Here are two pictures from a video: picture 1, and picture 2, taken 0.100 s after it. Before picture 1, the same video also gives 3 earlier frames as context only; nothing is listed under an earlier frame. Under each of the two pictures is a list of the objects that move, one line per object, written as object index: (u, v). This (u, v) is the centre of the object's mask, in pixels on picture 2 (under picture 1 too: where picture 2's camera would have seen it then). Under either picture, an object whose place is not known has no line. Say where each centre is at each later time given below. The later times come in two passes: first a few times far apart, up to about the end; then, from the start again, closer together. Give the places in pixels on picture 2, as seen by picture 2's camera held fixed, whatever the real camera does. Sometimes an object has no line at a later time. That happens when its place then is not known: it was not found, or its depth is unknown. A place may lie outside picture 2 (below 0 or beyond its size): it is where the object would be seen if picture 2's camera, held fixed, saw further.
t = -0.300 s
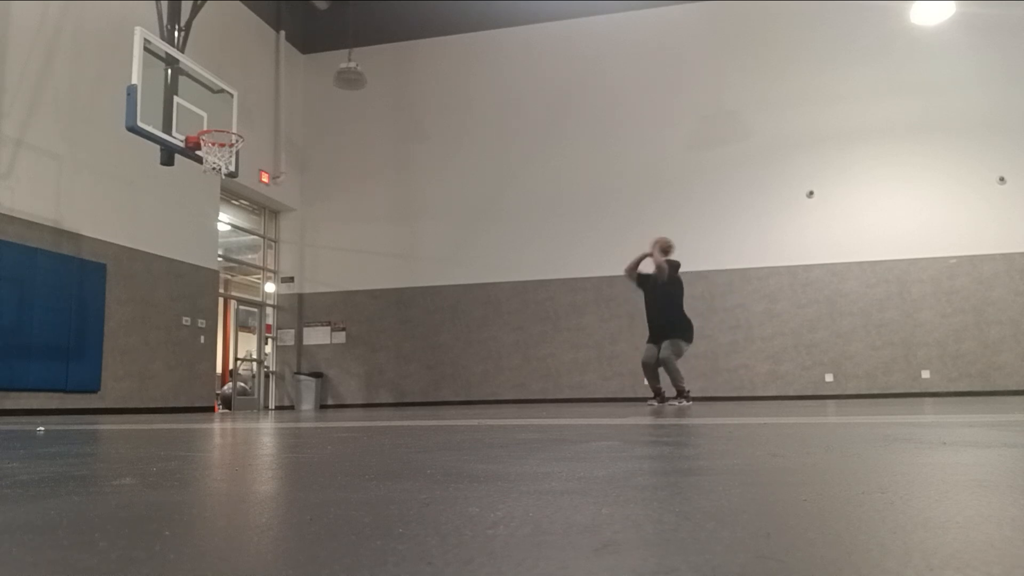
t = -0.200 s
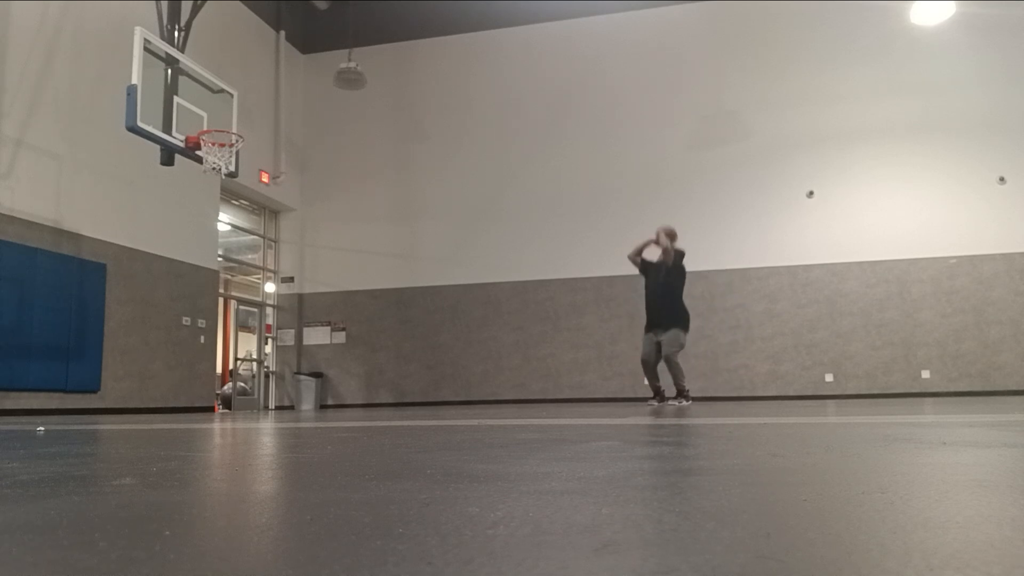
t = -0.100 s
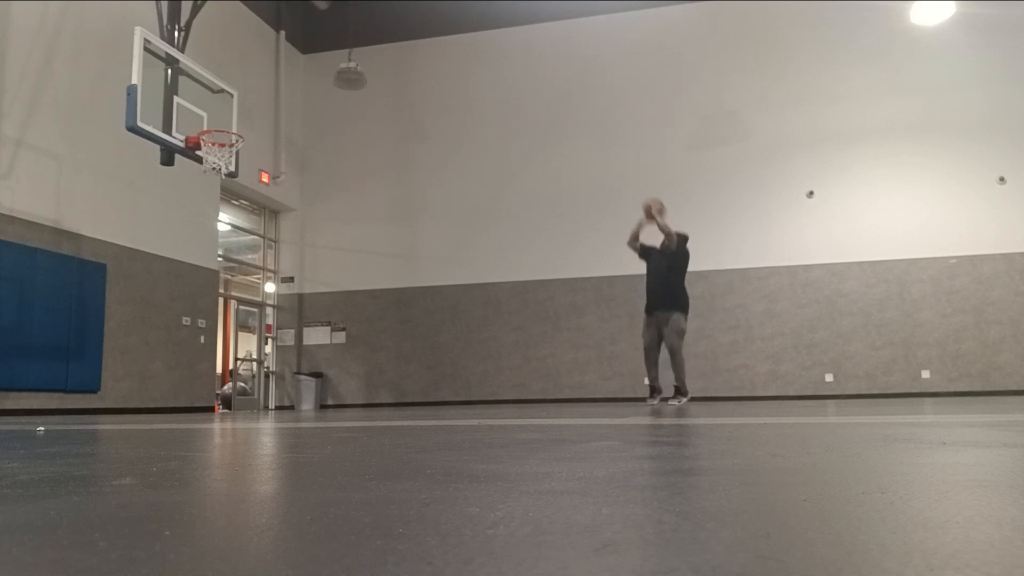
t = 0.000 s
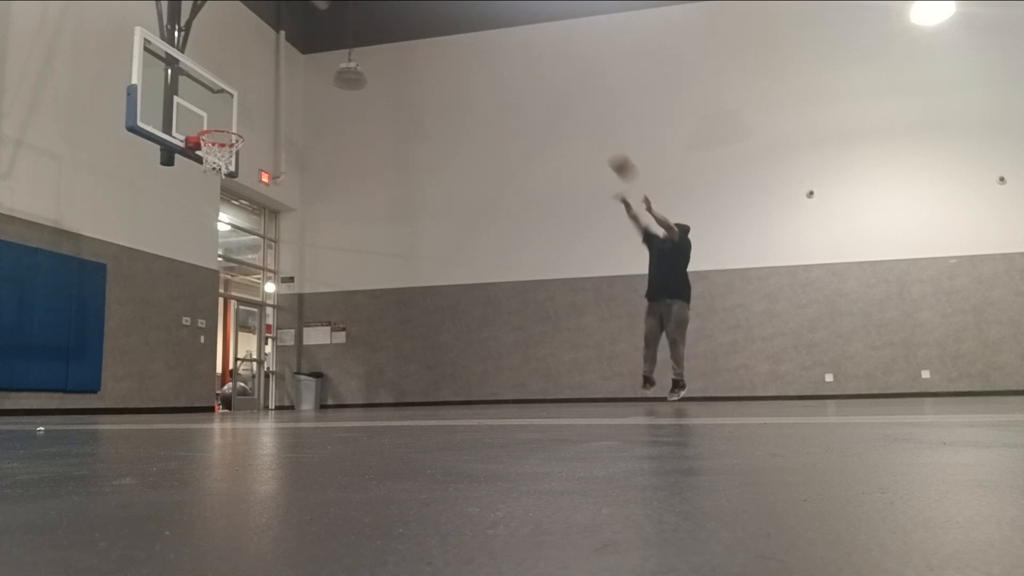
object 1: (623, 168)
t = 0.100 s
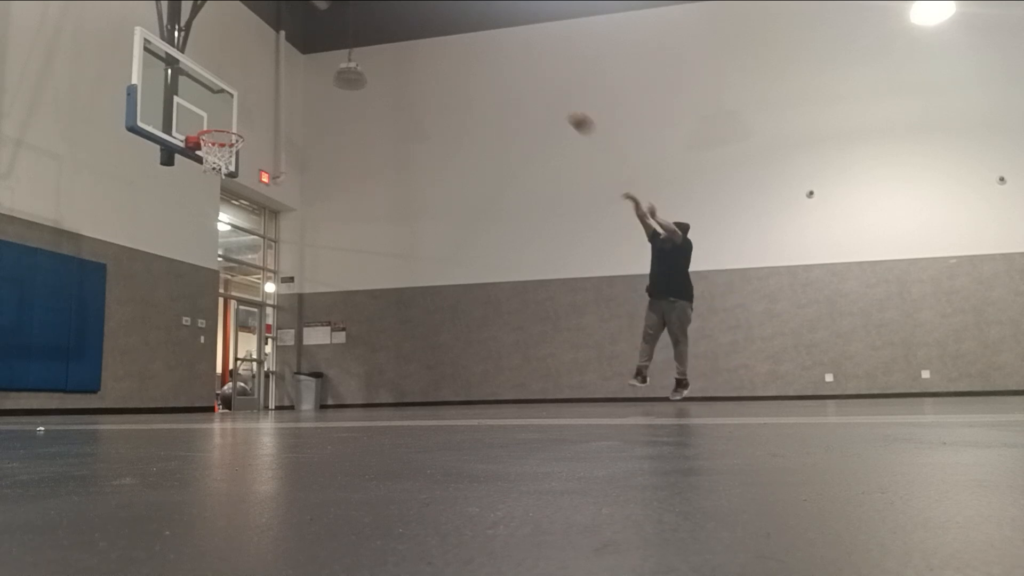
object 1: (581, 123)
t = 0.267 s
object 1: (515, 67)
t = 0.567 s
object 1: (404, 26)
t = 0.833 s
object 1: (304, 59)
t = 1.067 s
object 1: (221, 126)
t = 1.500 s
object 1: (230, 172)
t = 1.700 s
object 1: (219, 226)
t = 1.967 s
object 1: (208, 346)
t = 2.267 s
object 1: (197, 309)
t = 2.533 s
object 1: (187, 249)
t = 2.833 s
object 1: (173, 255)
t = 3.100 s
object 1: (158, 324)
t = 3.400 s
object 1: (144, 358)
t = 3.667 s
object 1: (138, 299)
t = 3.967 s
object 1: (129, 308)
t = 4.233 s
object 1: (117, 383)
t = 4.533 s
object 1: (109, 338)
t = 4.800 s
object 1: (100, 327)
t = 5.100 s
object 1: (86, 390)
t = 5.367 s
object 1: (81, 353)
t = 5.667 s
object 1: (75, 357)
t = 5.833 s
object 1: (70, 395)
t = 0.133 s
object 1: (567, 110)
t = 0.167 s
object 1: (554, 99)
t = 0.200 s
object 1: (541, 88)
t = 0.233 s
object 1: (528, 76)
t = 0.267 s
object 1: (515, 67)
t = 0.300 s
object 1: (502, 59)
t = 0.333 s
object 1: (489, 52)
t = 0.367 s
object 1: (477, 46)
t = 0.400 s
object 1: (464, 40)
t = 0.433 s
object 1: (451, 36)
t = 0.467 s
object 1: (439, 33)
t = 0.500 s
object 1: (428, 30)
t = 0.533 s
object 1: (417, 27)
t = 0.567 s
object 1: (404, 26)
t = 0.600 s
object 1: (392, 26)
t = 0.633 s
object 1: (380, 28)
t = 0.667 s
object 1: (368, 31)
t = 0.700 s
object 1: (355, 35)
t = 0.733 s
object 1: (343, 40)
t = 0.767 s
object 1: (330, 45)
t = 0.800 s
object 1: (318, 51)
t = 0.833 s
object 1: (304, 59)
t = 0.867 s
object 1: (292, 66)
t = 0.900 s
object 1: (279, 75)
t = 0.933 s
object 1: (267, 85)
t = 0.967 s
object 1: (255, 95)
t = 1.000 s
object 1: (245, 107)
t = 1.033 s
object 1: (231, 118)
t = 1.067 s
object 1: (221, 126)
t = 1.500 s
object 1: (230, 172)
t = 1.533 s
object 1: (228, 177)
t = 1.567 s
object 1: (226, 185)
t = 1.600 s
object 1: (225, 194)
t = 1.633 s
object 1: (223, 203)
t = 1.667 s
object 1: (222, 211)
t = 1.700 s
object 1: (219, 226)
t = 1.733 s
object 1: (219, 239)
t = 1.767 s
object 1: (218, 249)
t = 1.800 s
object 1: (215, 264)
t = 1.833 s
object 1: (214, 278)
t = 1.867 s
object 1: (212, 288)
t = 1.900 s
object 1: (212, 309)
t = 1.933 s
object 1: (210, 324)
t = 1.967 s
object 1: (208, 346)
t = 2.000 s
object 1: (206, 364)
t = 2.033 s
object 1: (205, 389)
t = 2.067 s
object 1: (203, 397)
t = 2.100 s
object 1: (203, 385)
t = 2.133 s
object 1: (202, 365)
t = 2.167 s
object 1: (199, 351)
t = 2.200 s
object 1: (198, 337)
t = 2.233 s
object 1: (198, 324)
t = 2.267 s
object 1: (197, 309)
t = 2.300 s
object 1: (195, 300)
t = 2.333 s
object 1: (194, 290)
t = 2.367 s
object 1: (193, 280)
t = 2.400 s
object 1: (192, 272)
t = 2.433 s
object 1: (191, 264)
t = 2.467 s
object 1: (189, 258)
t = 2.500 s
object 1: (188, 253)
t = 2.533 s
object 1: (187, 249)
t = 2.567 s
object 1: (185, 246)
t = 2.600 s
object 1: (184, 244)
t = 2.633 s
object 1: (182, 242)
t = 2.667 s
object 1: (181, 242)
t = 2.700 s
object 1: (179, 243)
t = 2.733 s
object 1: (178, 244)
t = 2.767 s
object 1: (176, 247)
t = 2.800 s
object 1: (174, 250)
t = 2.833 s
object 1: (173, 255)
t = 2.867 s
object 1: (171, 260)
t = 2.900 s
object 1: (169, 266)
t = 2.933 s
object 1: (168, 272)
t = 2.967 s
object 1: (166, 281)
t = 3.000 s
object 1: (164, 290)
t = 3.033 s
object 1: (162, 301)
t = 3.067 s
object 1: (160, 311)
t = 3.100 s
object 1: (158, 324)
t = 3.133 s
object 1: (155, 337)
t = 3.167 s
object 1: (154, 349)
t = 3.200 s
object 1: (152, 367)
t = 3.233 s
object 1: (149, 381)
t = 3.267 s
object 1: (147, 396)
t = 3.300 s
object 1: (146, 397)
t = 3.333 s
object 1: (146, 384)
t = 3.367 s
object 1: (145, 371)
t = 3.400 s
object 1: (144, 358)
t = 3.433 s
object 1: (144, 348)
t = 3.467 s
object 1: (143, 337)
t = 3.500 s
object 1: (142, 328)
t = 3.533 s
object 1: (142, 321)
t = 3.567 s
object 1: (141, 314)
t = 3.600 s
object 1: (140, 308)
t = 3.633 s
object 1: (140, 303)
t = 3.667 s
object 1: (138, 299)
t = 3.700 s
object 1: (137, 296)
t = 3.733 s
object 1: (136, 294)
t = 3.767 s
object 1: (136, 293)
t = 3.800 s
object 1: (135, 293)
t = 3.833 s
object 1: (133, 294)
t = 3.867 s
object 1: (133, 295)
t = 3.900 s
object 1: (131, 298)
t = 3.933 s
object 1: (130, 302)
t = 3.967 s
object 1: (129, 308)
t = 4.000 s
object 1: (128, 313)
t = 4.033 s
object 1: (126, 321)
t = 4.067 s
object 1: (124, 328)
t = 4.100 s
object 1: (123, 338)
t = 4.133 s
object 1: (122, 348)
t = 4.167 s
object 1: (121, 357)
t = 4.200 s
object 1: (119, 370)
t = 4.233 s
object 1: (117, 383)
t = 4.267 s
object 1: (115, 396)
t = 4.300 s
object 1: (114, 398)
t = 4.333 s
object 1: (113, 390)
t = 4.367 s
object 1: (113, 379)
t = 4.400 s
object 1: (112, 368)
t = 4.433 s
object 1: (111, 359)
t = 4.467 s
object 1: (110, 351)
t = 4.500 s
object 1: (109, 344)
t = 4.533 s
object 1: (109, 338)
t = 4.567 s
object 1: (108, 333)
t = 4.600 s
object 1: (107, 329)
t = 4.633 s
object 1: (106, 327)
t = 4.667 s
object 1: (105, 325)
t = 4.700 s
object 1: (104, 324)
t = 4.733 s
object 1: (103, 324)
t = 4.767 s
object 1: (102, 325)
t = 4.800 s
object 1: (100, 327)
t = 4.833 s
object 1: (98, 330)
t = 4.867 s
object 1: (97, 334)
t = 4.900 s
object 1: (96, 339)
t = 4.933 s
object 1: (94, 345)
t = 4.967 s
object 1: (92, 352)
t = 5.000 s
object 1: (91, 360)
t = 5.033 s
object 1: (90, 368)
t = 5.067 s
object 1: (88, 380)
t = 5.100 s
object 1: (86, 390)
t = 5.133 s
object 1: (84, 401)
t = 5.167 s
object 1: (83, 396)
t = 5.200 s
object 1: (82, 386)
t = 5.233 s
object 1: (82, 378)
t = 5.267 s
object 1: (82, 369)
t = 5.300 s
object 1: (82, 363)
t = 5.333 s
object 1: (81, 357)
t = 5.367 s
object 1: (81, 353)
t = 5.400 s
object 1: (80, 349)
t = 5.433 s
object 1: (80, 347)
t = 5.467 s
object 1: (80, 346)
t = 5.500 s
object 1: (79, 345)
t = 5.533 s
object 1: (79, 346)
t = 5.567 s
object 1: (77, 347)
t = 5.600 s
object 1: (76, 349)
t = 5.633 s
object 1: (76, 353)
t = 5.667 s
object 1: (75, 357)
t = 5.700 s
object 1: (74, 362)
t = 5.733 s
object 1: (73, 368)
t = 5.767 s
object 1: (71, 378)
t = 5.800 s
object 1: (70, 385)
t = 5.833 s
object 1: (70, 395)
